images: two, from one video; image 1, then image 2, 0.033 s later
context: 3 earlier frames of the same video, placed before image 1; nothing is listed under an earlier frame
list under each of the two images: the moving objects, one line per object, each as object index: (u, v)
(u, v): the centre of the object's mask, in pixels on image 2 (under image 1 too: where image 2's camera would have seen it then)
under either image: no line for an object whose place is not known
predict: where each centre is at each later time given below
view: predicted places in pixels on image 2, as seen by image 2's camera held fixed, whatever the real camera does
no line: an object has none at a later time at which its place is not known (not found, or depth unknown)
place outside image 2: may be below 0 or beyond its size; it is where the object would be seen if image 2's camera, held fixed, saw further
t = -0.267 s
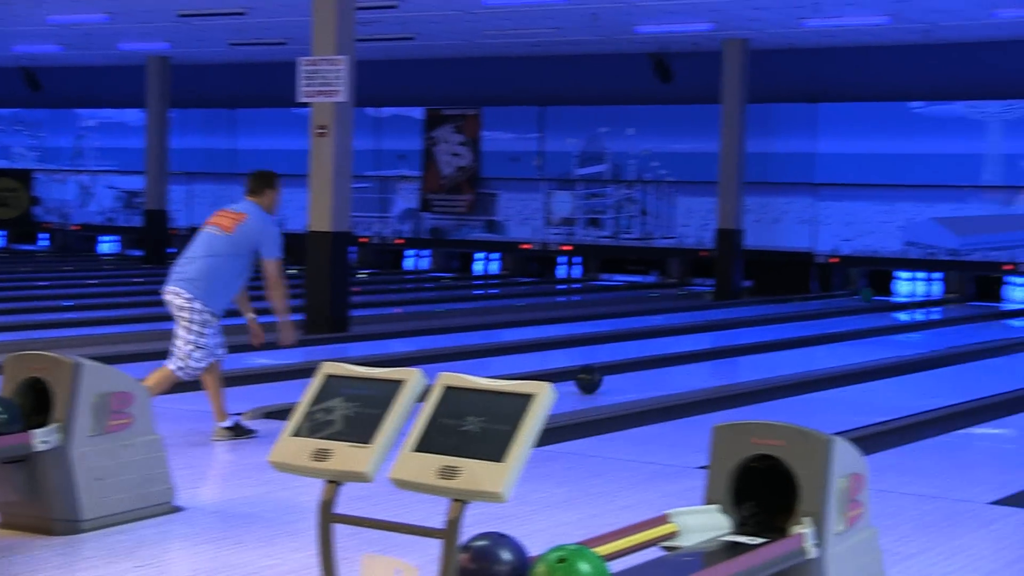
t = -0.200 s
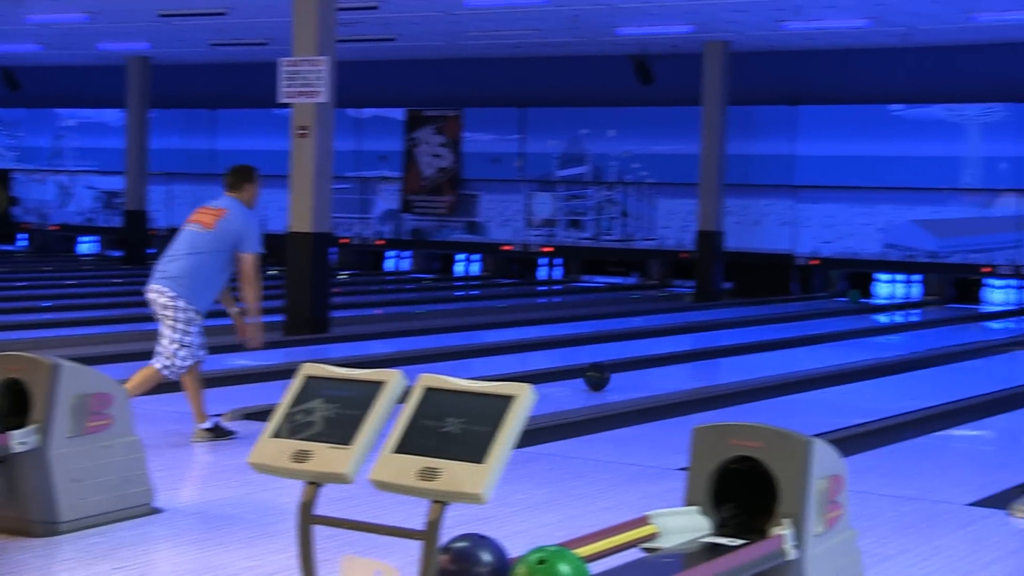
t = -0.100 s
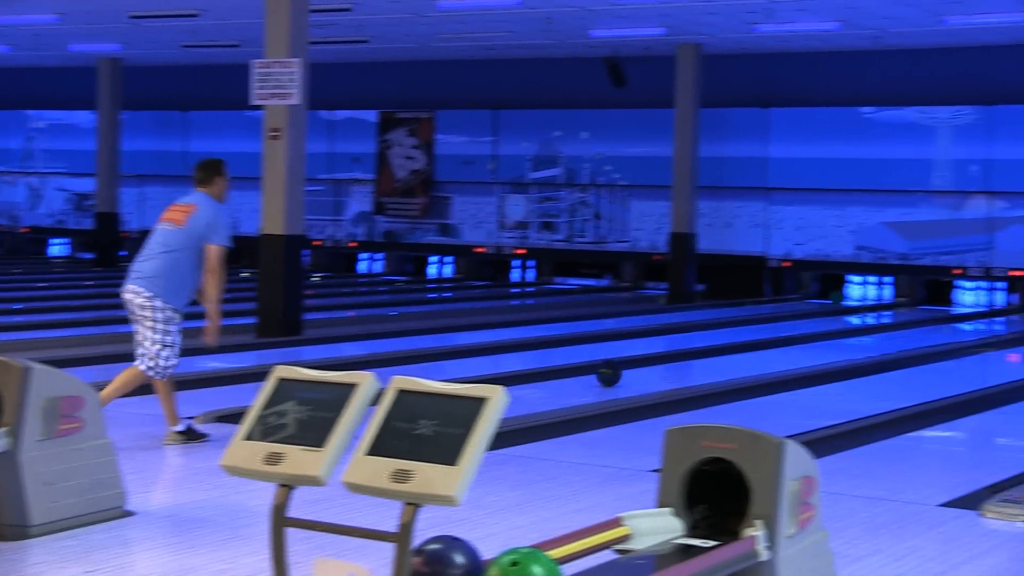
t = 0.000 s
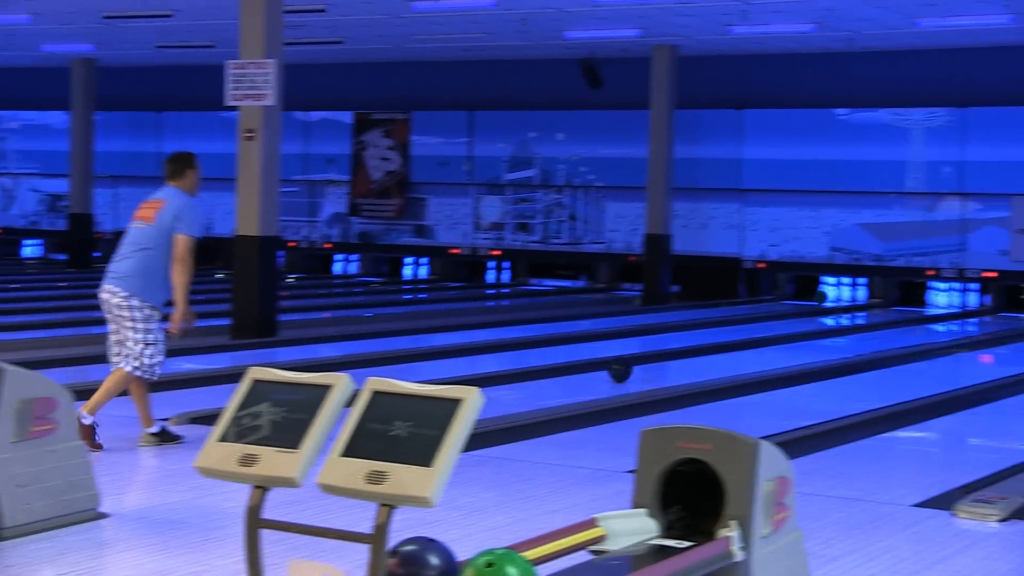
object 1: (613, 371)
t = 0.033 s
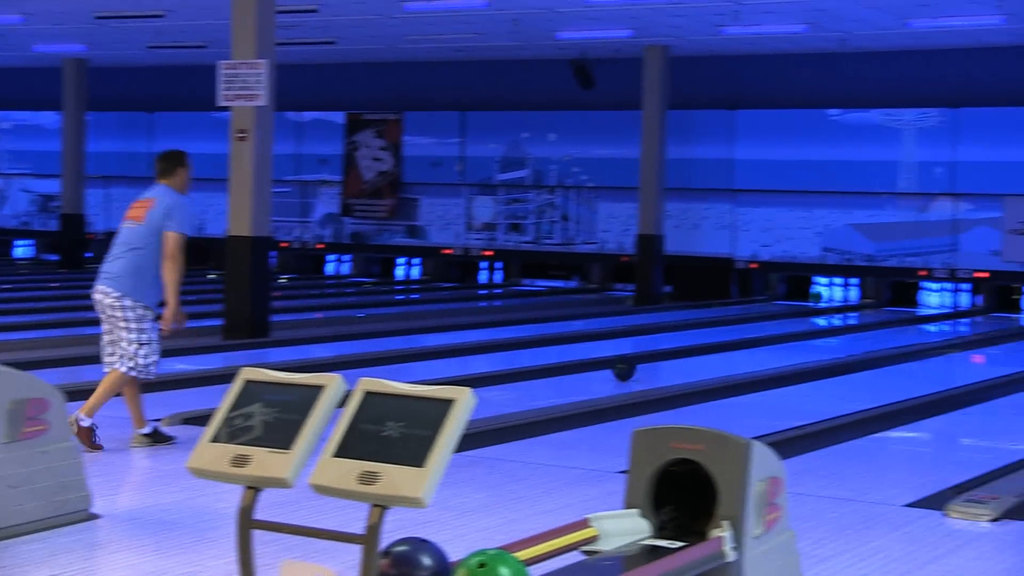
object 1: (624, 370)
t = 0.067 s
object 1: (634, 367)
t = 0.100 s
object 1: (644, 366)
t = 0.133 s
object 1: (653, 365)
